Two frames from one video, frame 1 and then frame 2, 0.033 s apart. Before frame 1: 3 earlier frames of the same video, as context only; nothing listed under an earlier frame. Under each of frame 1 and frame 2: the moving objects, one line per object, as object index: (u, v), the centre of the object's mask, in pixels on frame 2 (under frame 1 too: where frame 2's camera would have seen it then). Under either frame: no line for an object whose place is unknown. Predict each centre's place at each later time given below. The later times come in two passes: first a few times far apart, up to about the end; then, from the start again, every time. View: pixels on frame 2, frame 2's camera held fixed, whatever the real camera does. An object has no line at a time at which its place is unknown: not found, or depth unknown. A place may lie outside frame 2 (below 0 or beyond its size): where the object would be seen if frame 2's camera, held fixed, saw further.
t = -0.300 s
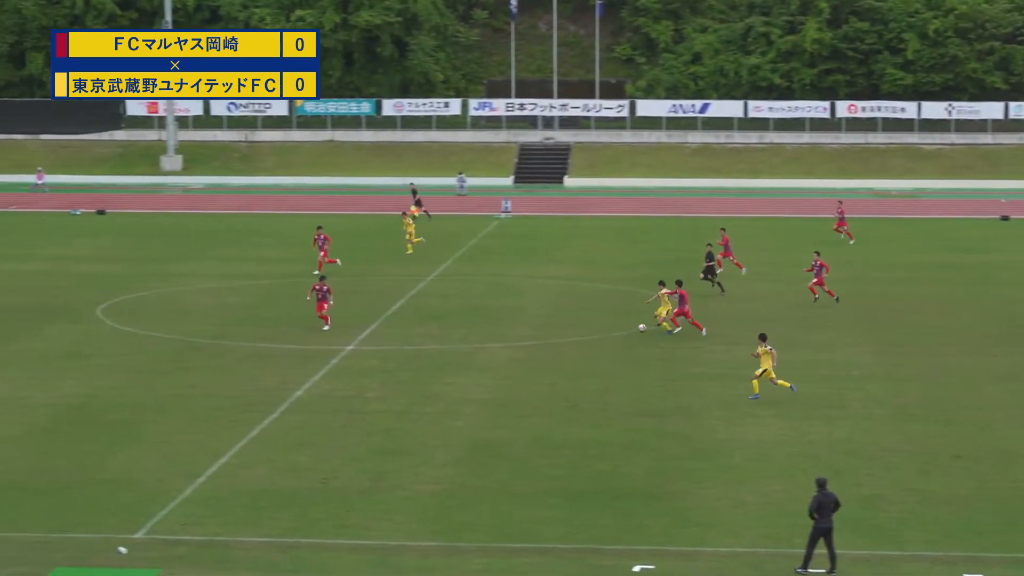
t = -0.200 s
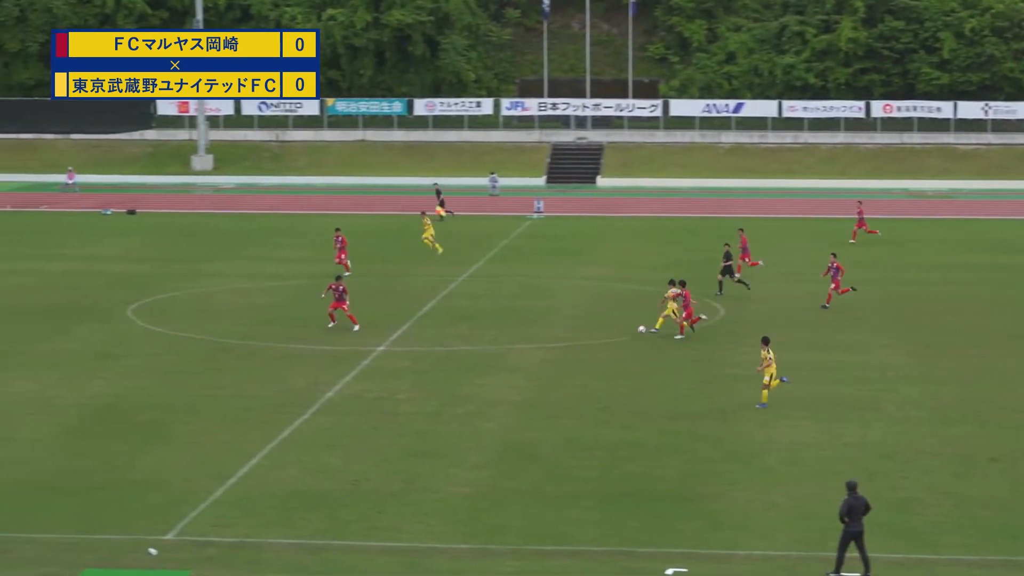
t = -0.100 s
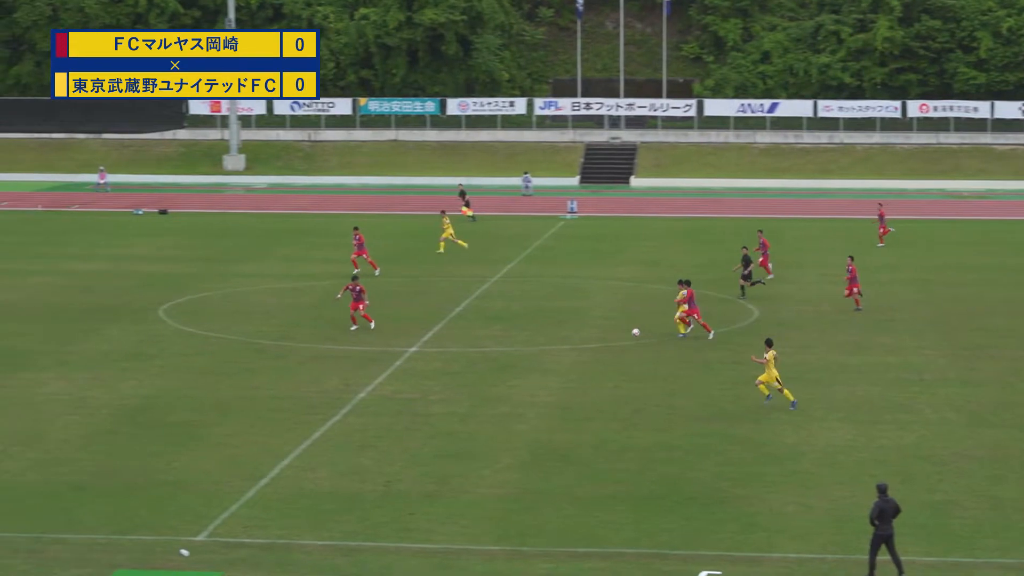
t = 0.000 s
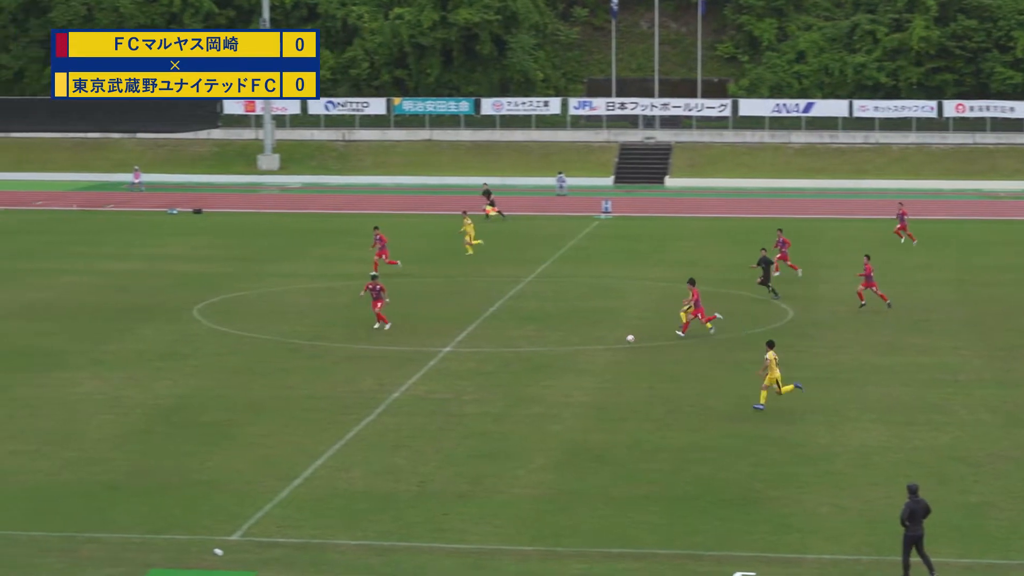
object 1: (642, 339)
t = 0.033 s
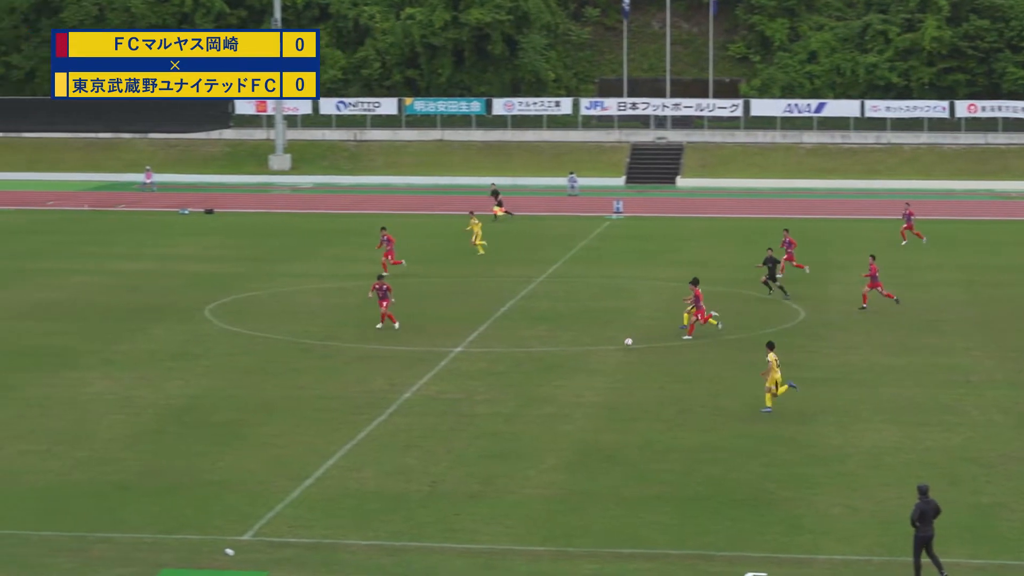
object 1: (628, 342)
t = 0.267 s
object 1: (543, 349)
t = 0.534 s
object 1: (454, 359)
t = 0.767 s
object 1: (383, 371)
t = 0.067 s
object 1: (615, 345)
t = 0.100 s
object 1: (602, 348)
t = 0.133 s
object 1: (590, 347)
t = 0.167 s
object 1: (578, 346)
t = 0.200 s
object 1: (566, 347)
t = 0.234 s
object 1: (555, 348)
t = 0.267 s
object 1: (543, 349)
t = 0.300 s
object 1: (531, 351)
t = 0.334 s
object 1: (519, 353)
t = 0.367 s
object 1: (508, 356)
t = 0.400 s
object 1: (496, 360)
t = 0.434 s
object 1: (485, 360)
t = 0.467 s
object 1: (475, 360)
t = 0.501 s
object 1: (464, 359)
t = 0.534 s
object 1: (454, 359)
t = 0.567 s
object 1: (444, 360)
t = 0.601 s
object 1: (434, 361)
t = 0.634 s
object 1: (423, 363)
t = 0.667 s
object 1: (413, 365)
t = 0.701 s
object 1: (403, 368)
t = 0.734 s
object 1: (393, 371)
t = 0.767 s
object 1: (383, 371)
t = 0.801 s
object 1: (374, 371)
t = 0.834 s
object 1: (364, 370)
